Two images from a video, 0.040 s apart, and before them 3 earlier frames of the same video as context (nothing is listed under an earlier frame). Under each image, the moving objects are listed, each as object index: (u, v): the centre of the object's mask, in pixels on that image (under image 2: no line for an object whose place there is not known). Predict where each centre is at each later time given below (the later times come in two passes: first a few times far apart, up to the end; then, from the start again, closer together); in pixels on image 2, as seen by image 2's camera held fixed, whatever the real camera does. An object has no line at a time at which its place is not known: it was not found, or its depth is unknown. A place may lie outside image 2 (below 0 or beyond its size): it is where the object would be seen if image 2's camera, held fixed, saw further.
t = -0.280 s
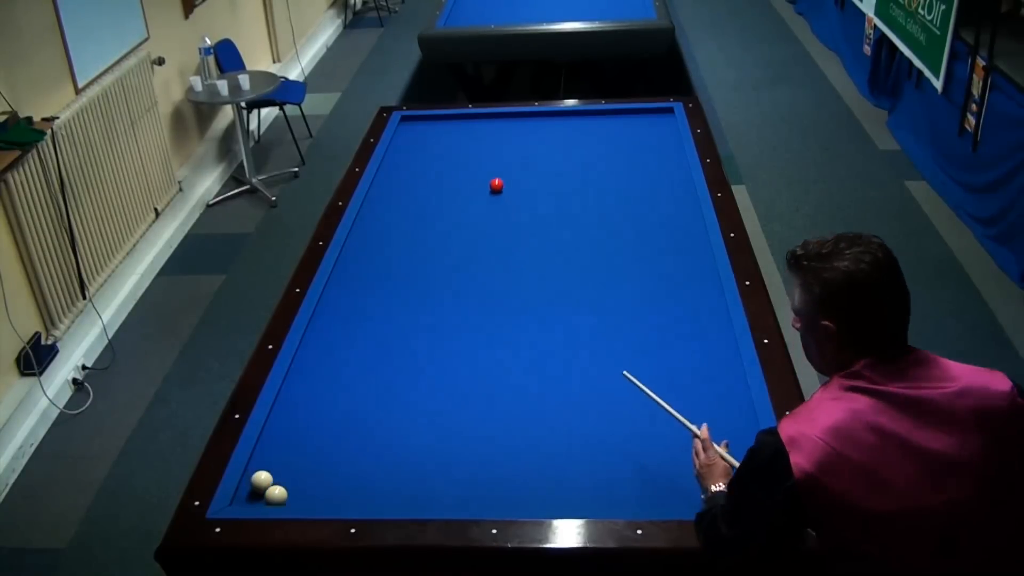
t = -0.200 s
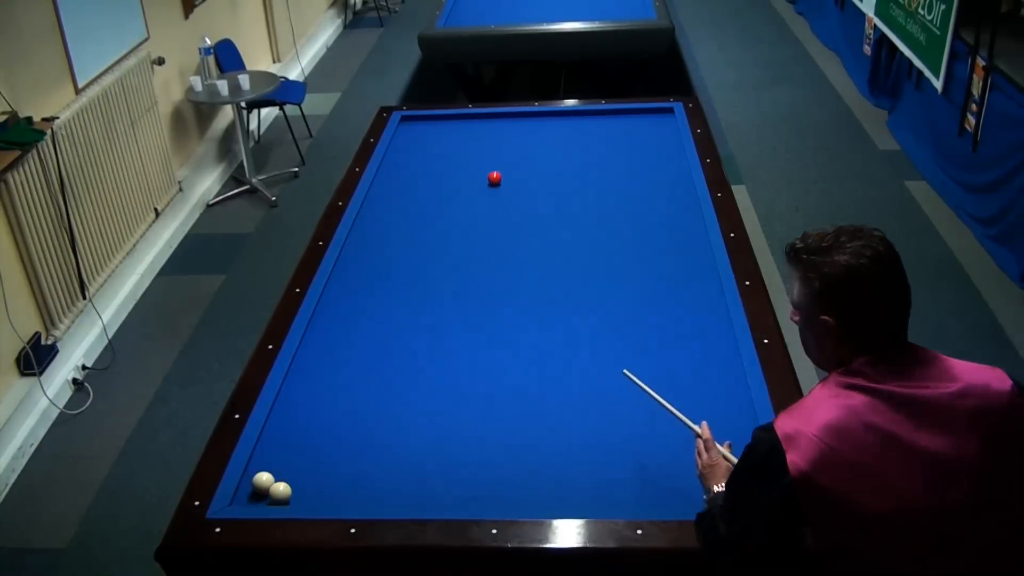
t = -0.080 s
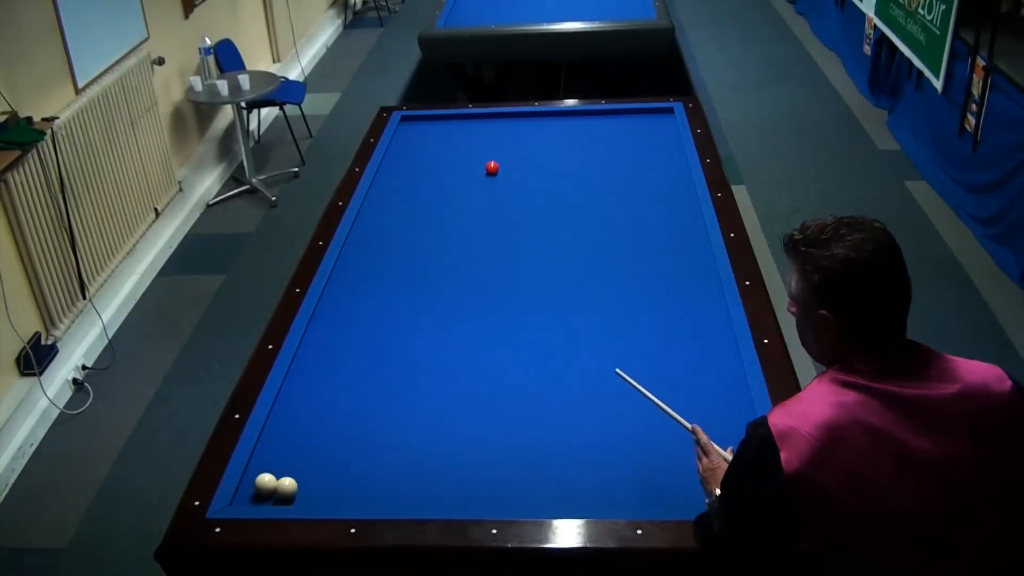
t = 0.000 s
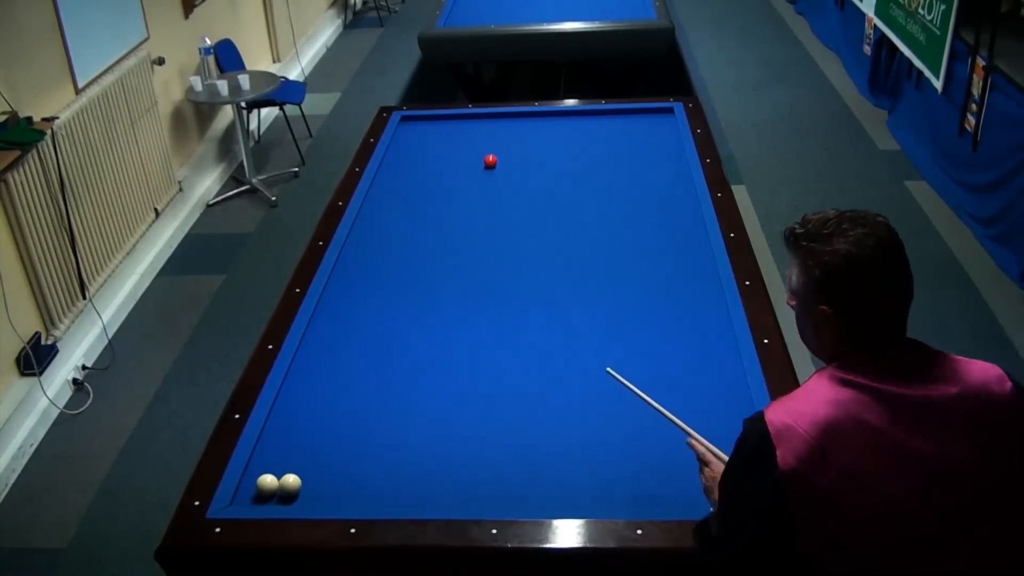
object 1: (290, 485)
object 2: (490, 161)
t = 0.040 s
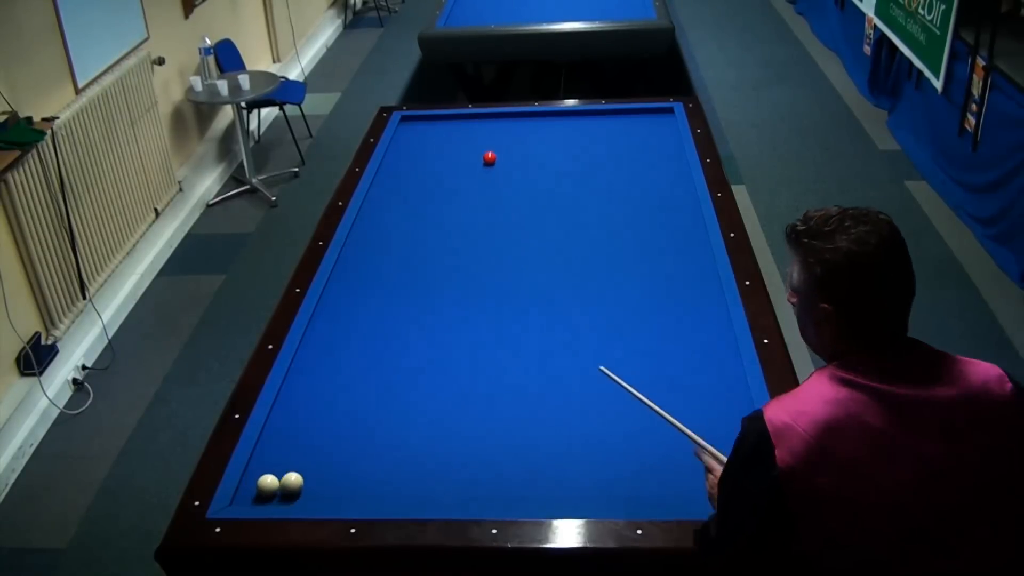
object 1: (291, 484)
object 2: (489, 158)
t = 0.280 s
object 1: (302, 475)
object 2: (485, 140)
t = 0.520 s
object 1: (313, 466)
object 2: (481, 124)
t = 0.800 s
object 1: (323, 456)
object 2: (474, 123)
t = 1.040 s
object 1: (332, 449)
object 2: (466, 132)
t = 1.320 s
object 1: (341, 442)
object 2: (458, 144)
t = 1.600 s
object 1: (349, 435)
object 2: (449, 156)
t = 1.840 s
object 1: (355, 430)
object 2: (441, 166)
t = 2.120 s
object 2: (432, 179)
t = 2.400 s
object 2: (422, 191)
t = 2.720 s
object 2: (411, 206)
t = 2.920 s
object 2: (404, 216)
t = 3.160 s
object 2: (395, 228)
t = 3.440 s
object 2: (385, 241)
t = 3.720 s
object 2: (374, 256)
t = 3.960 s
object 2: (365, 268)
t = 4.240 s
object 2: (354, 282)
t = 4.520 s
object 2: (344, 297)
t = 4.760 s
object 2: (335, 310)
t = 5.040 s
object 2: (324, 325)
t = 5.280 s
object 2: (315, 338)
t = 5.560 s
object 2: (305, 353)
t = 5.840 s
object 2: (300, 368)
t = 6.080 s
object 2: (297, 380)
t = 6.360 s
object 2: (294, 393)
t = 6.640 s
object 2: (292, 407)
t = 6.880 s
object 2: (289, 418)
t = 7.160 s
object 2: (287, 431)
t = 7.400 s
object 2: (284, 442)
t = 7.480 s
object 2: (284, 445)
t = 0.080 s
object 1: (293, 482)
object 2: (489, 155)
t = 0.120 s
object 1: (295, 481)
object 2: (488, 152)
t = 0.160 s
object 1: (297, 479)
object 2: (487, 149)
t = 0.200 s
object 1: (299, 478)
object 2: (486, 146)
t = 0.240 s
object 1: (301, 476)
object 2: (486, 143)
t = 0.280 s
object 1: (302, 475)
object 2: (485, 140)
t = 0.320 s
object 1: (304, 473)
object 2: (484, 137)
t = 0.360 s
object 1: (306, 472)
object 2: (483, 134)
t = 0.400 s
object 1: (308, 471)
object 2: (483, 132)
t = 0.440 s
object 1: (309, 469)
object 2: (482, 129)
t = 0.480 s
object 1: (311, 467)
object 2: (481, 126)
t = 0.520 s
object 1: (313, 466)
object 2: (481, 124)
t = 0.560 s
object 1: (314, 465)
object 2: (480, 121)
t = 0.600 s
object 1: (316, 463)
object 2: (479, 119)
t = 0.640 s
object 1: (317, 462)
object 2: (479, 116)
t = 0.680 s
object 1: (319, 460)
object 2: (478, 118)
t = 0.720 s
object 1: (320, 459)
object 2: (476, 119)
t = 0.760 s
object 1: (322, 458)
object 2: (475, 121)
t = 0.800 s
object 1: (323, 456)
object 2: (474, 123)
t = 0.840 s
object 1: (325, 455)
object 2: (472, 125)
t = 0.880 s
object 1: (326, 454)
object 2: (471, 126)
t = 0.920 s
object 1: (328, 453)
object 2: (470, 128)
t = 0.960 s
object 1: (329, 451)
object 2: (469, 129)
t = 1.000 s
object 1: (331, 450)
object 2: (468, 131)
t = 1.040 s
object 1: (332, 449)
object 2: (466, 132)
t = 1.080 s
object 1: (333, 449)
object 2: (465, 134)
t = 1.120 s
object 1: (335, 447)
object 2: (464, 136)
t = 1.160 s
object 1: (336, 446)
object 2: (463, 137)
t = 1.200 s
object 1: (337, 445)
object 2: (461, 139)
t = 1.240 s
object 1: (338, 444)
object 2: (460, 141)
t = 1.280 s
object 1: (340, 443)
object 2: (459, 143)
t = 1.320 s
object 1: (341, 442)
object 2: (458, 144)
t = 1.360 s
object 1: (342, 441)
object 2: (456, 146)
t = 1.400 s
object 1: (343, 440)
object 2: (455, 148)
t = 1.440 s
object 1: (344, 439)
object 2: (454, 149)
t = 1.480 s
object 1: (345, 438)
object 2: (453, 151)
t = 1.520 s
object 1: (347, 437)
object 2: (452, 152)
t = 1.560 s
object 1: (348, 436)
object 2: (450, 154)
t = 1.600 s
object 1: (349, 435)
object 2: (449, 156)
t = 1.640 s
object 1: (350, 435)
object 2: (447, 158)
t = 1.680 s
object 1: (351, 433)
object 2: (446, 160)
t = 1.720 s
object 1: (352, 432)
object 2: (445, 161)
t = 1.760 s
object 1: (353, 432)
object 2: (443, 163)
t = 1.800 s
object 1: (354, 431)
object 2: (442, 165)
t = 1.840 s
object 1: (355, 430)
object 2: (441, 166)
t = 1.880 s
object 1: (356, 429)
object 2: (440, 168)
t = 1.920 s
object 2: (438, 170)
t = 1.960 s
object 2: (437, 172)
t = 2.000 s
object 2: (436, 173)
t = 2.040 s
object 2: (434, 175)
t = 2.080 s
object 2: (433, 177)
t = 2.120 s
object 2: (432, 179)
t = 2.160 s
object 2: (430, 180)
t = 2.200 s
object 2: (429, 182)
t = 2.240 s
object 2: (428, 184)
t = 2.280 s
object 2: (426, 186)
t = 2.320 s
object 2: (425, 188)
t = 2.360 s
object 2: (423, 190)
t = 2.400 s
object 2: (422, 191)
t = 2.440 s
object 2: (421, 193)
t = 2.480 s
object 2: (419, 195)
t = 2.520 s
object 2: (418, 197)
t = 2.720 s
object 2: (411, 206)
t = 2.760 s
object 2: (409, 208)
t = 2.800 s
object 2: (408, 210)
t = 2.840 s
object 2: (407, 212)
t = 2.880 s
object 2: (405, 214)
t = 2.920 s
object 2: (404, 216)
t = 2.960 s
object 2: (402, 218)
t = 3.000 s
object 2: (401, 220)
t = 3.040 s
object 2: (400, 222)
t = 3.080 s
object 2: (398, 224)
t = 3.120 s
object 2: (396, 226)
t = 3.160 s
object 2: (395, 228)
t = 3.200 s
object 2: (394, 229)
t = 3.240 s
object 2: (392, 231)
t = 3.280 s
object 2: (391, 233)
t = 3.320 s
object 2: (389, 235)
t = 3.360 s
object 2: (388, 237)
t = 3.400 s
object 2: (386, 240)
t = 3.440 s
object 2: (385, 241)
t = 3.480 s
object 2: (383, 244)
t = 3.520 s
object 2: (382, 245)
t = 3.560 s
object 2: (380, 247)
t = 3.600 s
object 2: (379, 249)
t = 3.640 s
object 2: (377, 251)
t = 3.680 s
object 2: (376, 254)
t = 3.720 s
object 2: (374, 256)
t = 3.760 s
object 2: (373, 258)
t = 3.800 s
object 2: (371, 260)
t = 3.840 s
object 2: (370, 262)
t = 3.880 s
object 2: (368, 264)
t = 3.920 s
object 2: (366, 266)
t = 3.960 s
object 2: (365, 268)
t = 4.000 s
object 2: (364, 270)
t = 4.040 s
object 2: (362, 272)
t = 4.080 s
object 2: (360, 274)
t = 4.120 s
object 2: (359, 276)
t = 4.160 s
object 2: (357, 278)
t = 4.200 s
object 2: (356, 280)
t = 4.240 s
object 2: (354, 282)
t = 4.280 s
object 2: (353, 285)
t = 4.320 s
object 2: (351, 287)
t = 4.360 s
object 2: (350, 289)
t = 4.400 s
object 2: (348, 291)
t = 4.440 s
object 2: (347, 293)
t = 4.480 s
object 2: (345, 295)
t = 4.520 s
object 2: (344, 297)
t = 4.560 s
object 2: (342, 299)
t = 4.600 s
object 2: (341, 302)
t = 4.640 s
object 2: (339, 304)
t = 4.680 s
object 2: (338, 306)
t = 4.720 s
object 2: (336, 308)
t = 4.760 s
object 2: (335, 310)
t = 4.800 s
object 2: (333, 312)
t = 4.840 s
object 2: (332, 314)
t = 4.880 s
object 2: (330, 316)
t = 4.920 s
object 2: (329, 318)
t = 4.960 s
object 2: (327, 321)
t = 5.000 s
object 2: (326, 323)
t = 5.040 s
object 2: (324, 325)
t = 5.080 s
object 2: (323, 327)
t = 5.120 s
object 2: (321, 330)
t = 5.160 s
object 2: (320, 332)
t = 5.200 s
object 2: (318, 334)
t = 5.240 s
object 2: (317, 335)
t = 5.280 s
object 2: (315, 338)
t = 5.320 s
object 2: (314, 340)
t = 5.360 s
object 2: (312, 342)
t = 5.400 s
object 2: (311, 345)
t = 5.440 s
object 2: (309, 346)
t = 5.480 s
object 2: (308, 349)
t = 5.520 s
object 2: (306, 351)
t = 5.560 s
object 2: (305, 353)
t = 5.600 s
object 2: (303, 356)
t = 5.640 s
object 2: (303, 357)
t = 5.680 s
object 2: (302, 359)
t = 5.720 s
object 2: (301, 362)
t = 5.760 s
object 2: (301, 363)
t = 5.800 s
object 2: (301, 365)
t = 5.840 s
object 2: (300, 368)
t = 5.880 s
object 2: (300, 369)
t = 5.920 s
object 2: (299, 371)
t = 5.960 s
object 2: (299, 373)
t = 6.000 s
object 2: (298, 375)
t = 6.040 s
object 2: (298, 377)
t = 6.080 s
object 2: (297, 380)
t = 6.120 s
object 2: (297, 382)
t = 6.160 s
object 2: (296, 384)
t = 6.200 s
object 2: (296, 385)
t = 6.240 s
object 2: (296, 388)
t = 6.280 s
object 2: (295, 389)
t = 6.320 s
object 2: (295, 391)
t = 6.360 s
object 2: (294, 393)
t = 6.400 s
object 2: (294, 395)
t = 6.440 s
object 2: (293, 397)
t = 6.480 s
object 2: (293, 399)
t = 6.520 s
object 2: (293, 401)
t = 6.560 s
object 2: (293, 403)
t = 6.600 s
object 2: (292, 405)
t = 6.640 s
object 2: (292, 407)
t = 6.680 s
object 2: (291, 408)
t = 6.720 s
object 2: (291, 410)
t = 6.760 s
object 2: (290, 412)
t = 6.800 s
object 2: (290, 414)
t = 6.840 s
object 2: (290, 416)
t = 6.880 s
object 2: (289, 418)
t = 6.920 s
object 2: (289, 420)
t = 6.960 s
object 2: (288, 421)
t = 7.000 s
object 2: (288, 424)
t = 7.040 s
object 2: (288, 425)
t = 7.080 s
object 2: (287, 427)
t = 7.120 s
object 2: (287, 429)
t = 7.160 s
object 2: (287, 431)
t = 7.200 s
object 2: (286, 433)
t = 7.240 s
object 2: (286, 435)
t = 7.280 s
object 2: (286, 437)
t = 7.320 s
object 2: (285, 438)
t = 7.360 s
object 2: (285, 440)
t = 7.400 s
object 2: (284, 442)
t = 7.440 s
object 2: (284, 443)
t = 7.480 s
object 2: (284, 445)
